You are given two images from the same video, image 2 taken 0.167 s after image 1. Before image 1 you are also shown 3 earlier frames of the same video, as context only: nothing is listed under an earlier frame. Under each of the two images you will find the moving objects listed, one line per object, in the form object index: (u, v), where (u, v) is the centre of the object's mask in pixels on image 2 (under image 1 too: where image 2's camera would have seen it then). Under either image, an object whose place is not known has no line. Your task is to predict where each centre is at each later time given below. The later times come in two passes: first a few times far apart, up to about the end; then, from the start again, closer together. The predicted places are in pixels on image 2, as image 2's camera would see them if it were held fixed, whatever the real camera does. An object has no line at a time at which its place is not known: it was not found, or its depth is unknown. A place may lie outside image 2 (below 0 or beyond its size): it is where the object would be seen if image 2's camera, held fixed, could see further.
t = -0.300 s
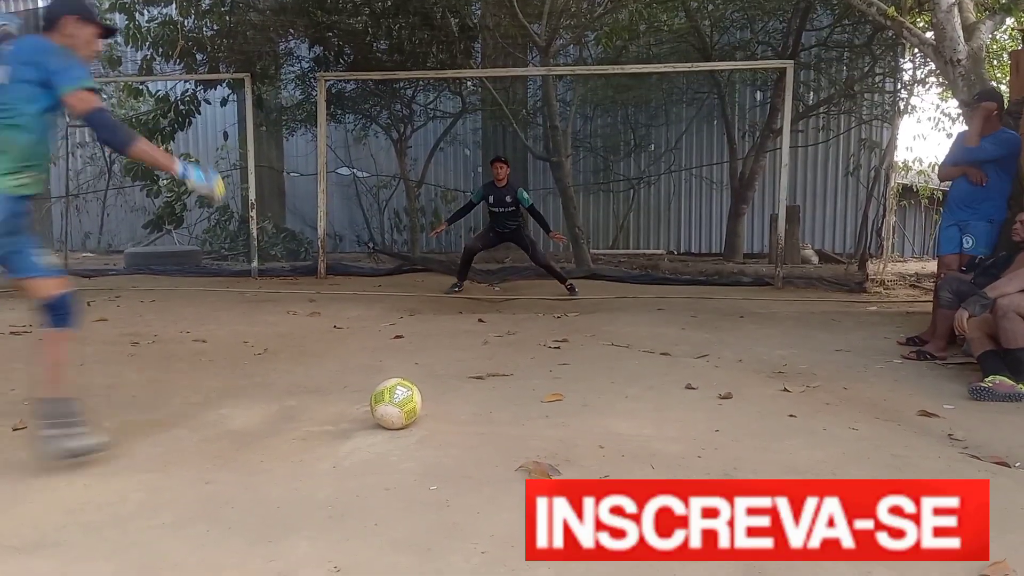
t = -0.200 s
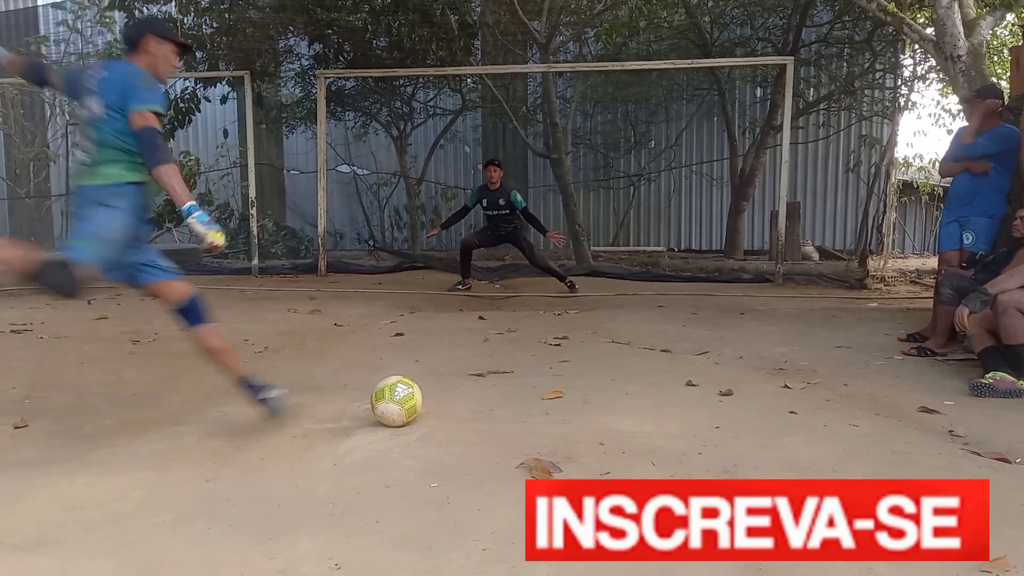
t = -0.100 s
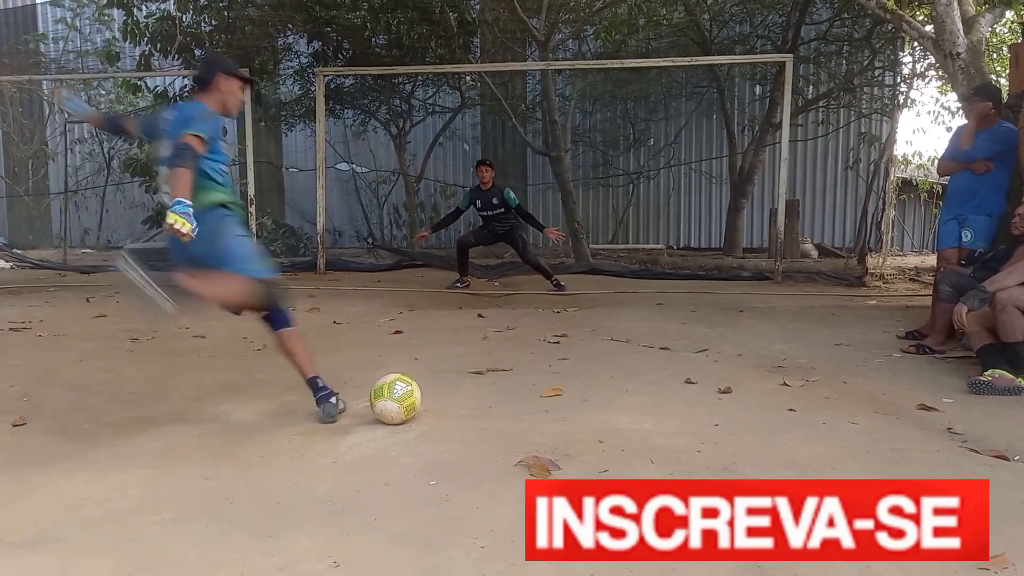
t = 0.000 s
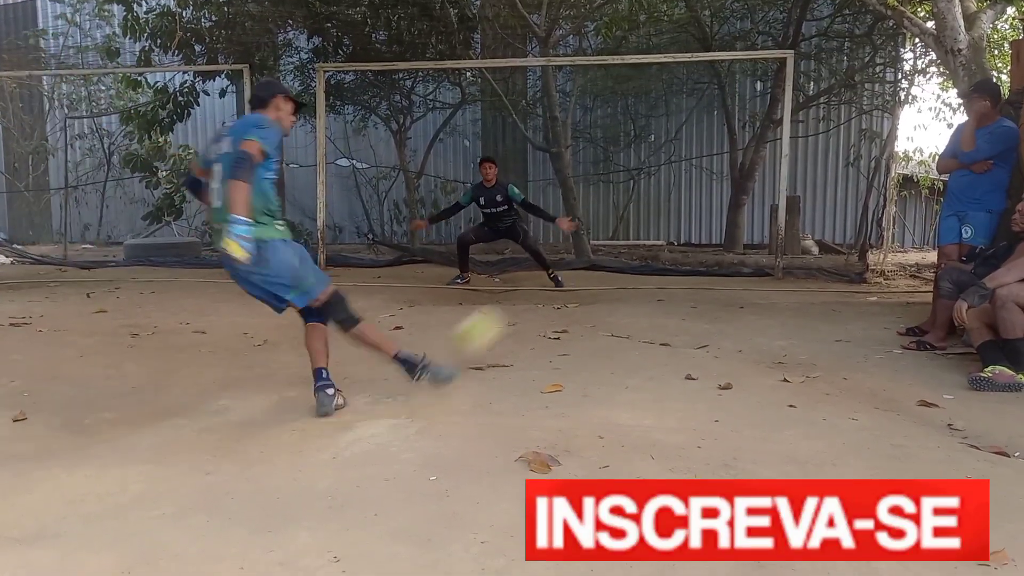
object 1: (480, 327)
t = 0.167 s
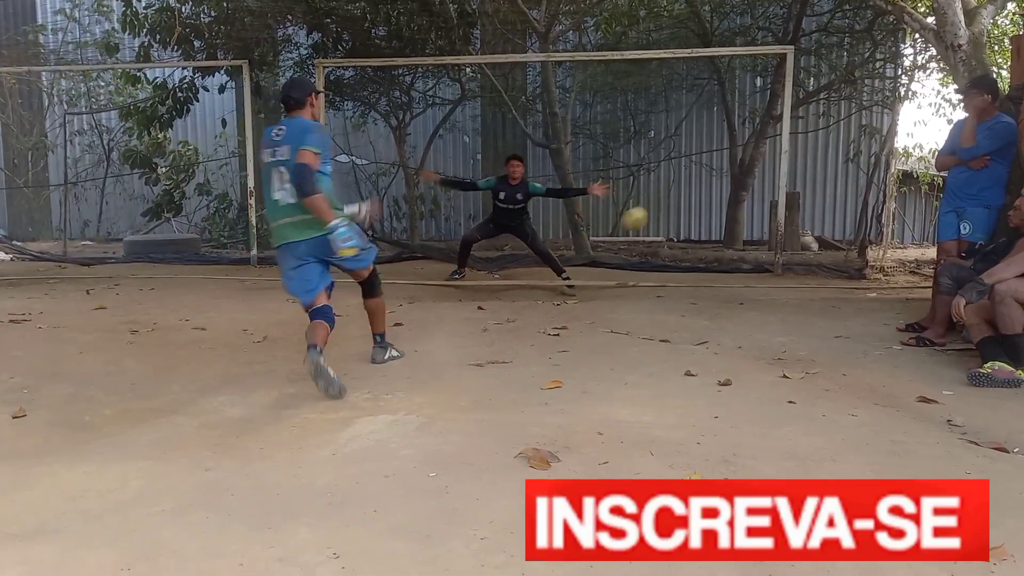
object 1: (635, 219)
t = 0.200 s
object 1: (649, 209)
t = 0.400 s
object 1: (679, 184)
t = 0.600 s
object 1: (687, 194)
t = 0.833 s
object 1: (693, 228)
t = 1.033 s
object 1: (697, 251)
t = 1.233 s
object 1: (708, 254)
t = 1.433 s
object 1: (720, 254)
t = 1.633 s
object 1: (734, 264)
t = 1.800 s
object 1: (747, 262)
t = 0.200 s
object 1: (649, 209)
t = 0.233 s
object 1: (659, 203)
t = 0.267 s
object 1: (668, 196)
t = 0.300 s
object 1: (672, 191)
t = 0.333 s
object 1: (675, 188)
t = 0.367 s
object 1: (677, 185)
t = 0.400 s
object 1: (679, 184)
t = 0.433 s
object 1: (681, 184)
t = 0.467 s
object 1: (682, 185)
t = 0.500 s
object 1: (685, 186)
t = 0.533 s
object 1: (686, 188)
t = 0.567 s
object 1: (687, 191)
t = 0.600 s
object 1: (687, 194)
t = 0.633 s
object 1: (688, 198)
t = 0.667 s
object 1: (689, 204)
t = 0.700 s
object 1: (690, 210)
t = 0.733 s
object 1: (690, 215)
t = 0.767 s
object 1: (691, 220)
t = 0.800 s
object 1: (691, 224)
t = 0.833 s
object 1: (693, 228)
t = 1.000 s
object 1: (696, 250)
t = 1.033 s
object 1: (697, 251)
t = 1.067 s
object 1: (699, 250)
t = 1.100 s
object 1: (701, 249)
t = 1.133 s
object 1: (703, 249)
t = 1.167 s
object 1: (704, 249)
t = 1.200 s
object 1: (706, 251)
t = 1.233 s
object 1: (708, 254)
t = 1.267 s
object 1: (710, 257)
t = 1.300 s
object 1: (712, 262)
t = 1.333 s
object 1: (714, 260)
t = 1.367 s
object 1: (716, 257)
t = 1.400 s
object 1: (719, 255)
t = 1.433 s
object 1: (720, 254)
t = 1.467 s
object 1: (723, 254)
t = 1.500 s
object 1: (724, 255)
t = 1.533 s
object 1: (727, 257)
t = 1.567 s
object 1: (729, 259)
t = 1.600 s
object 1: (731, 262)
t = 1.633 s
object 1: (734, 264)
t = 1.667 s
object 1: (737, 262)
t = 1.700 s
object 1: (739, 261)
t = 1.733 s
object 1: (742, 260)
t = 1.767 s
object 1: (744, 260)
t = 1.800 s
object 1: (747, 262)
